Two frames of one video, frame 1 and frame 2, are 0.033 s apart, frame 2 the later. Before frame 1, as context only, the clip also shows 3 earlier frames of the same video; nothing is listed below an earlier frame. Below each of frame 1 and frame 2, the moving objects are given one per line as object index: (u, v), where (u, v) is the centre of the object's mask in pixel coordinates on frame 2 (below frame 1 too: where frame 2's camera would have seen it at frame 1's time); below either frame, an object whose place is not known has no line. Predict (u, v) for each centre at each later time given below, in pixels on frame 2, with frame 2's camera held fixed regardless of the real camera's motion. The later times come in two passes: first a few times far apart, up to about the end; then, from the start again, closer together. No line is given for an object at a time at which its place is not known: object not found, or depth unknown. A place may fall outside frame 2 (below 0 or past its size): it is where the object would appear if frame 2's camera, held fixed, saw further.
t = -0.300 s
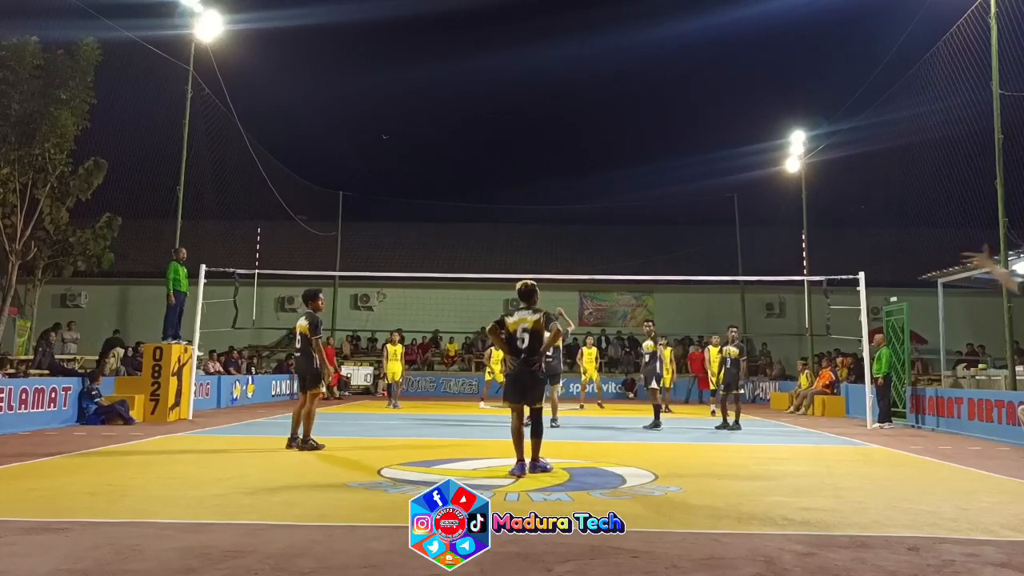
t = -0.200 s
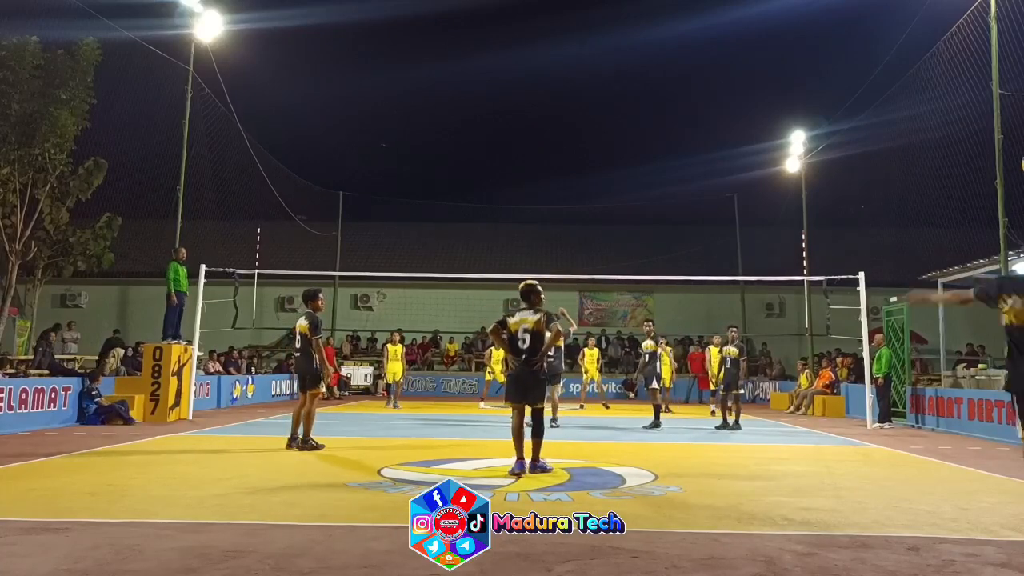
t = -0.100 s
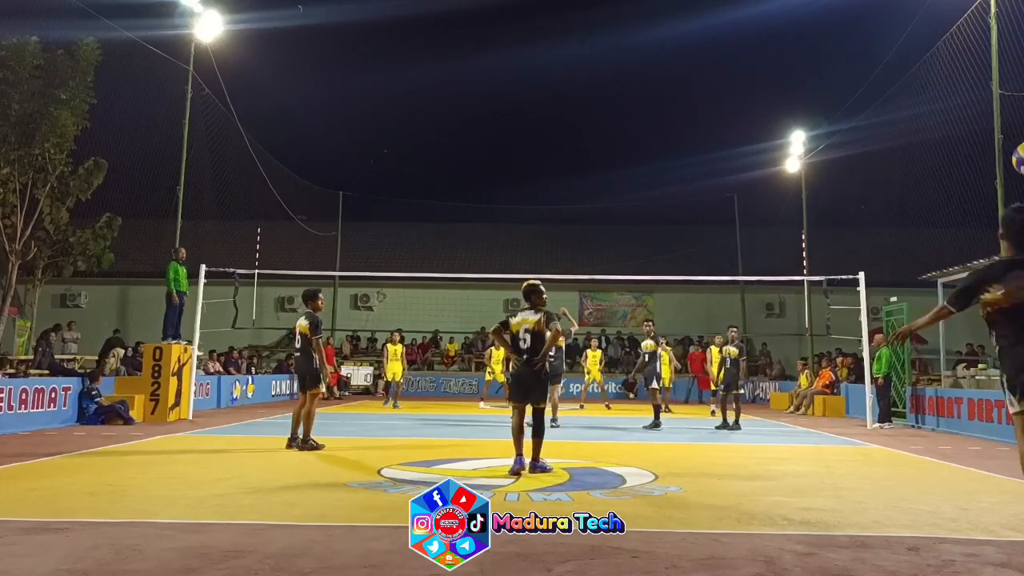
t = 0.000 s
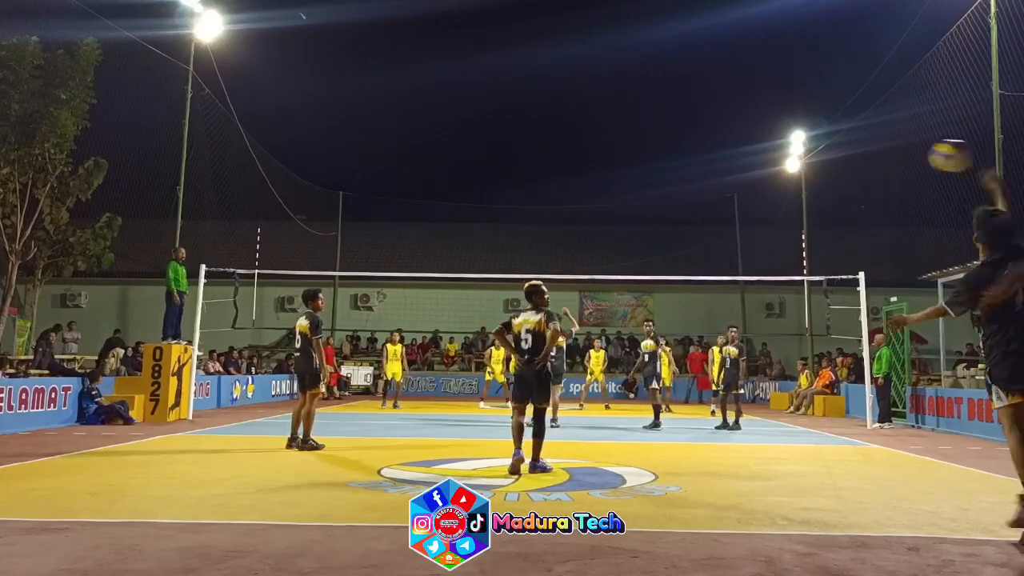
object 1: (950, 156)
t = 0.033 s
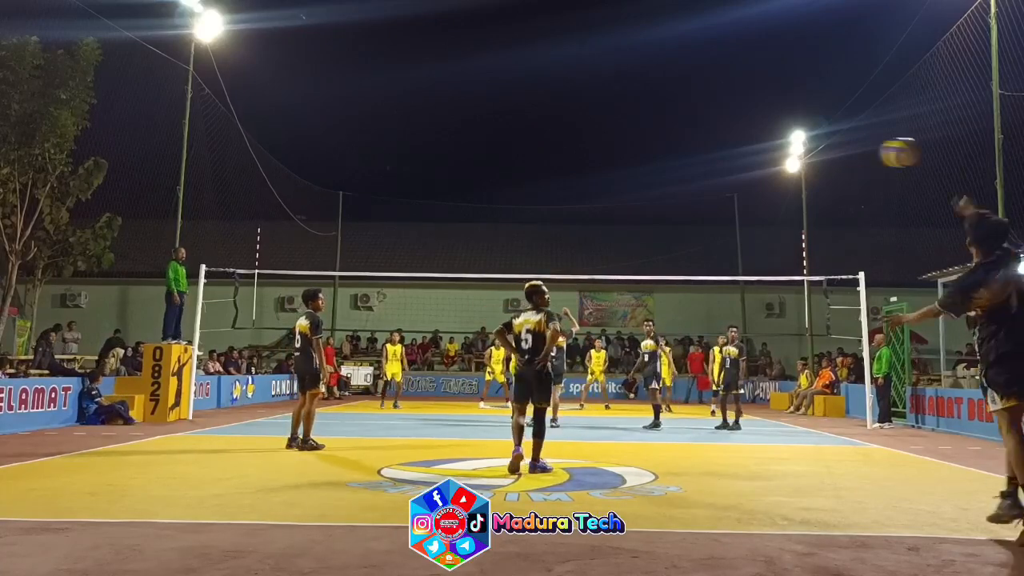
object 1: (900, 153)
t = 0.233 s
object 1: (713, 159)
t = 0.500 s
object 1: (592, 198)
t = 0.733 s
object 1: (534, 245)
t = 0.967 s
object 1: (497, 303)
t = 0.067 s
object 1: (856, 151)
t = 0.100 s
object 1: (821, 151)
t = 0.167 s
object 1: (758, 153)
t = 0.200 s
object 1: (735, 156)
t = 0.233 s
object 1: (713, 159)
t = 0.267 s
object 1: (693, 163)
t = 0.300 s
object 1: (675, 166)
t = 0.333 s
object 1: (658, 171)
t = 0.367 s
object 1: (642, 176)
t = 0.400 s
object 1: (628, 181)
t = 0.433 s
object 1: (615, 186)
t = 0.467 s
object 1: (603, 192)
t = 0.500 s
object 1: (592, 198)
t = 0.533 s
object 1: (582, 203)
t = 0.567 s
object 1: (572, 210)
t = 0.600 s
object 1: (563, 216)
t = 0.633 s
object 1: (555, 224)
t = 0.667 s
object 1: (548, 231)
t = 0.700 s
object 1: (540, 238)
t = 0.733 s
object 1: (534, 245)
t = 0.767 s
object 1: (527, 253)
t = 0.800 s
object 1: (522, 261)
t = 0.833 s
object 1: (516, 269)
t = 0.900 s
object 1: (506, 286)
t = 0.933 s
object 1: (502, 294)
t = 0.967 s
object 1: (497, 303)
